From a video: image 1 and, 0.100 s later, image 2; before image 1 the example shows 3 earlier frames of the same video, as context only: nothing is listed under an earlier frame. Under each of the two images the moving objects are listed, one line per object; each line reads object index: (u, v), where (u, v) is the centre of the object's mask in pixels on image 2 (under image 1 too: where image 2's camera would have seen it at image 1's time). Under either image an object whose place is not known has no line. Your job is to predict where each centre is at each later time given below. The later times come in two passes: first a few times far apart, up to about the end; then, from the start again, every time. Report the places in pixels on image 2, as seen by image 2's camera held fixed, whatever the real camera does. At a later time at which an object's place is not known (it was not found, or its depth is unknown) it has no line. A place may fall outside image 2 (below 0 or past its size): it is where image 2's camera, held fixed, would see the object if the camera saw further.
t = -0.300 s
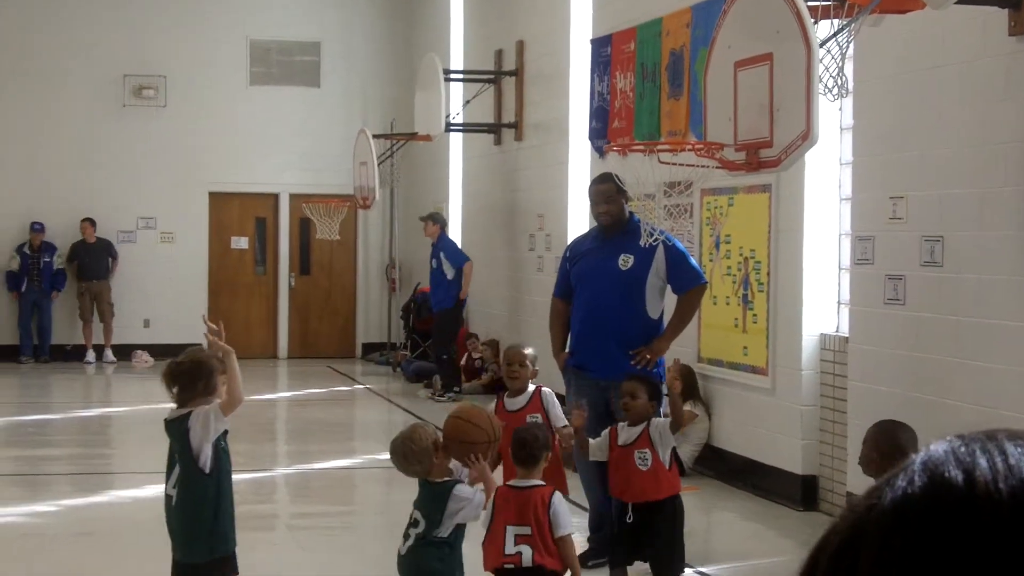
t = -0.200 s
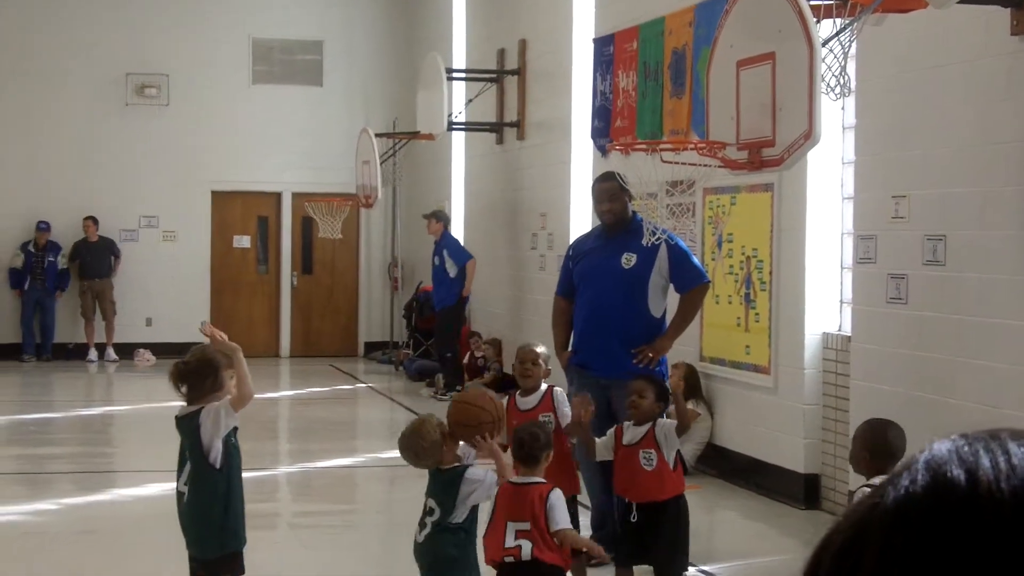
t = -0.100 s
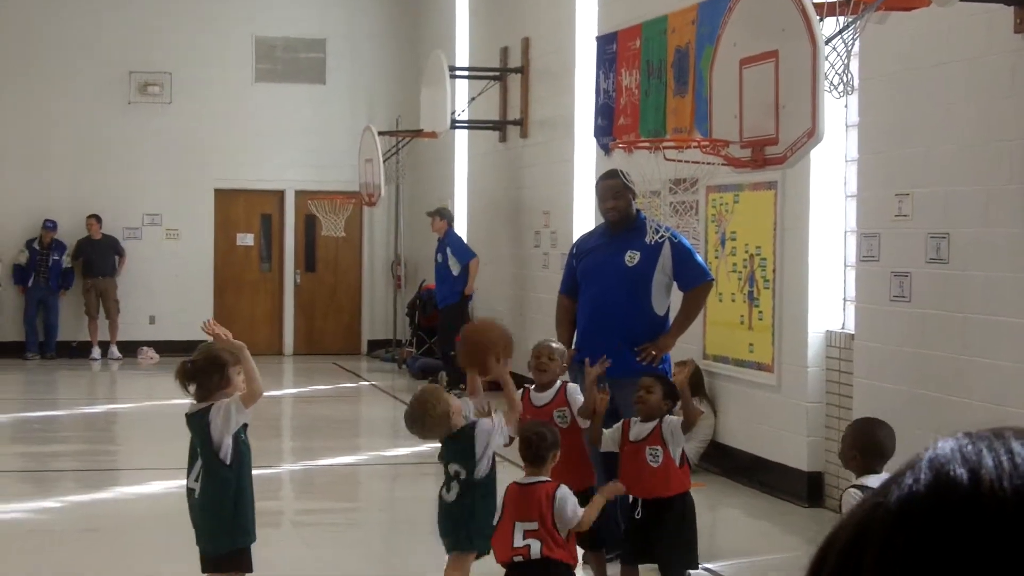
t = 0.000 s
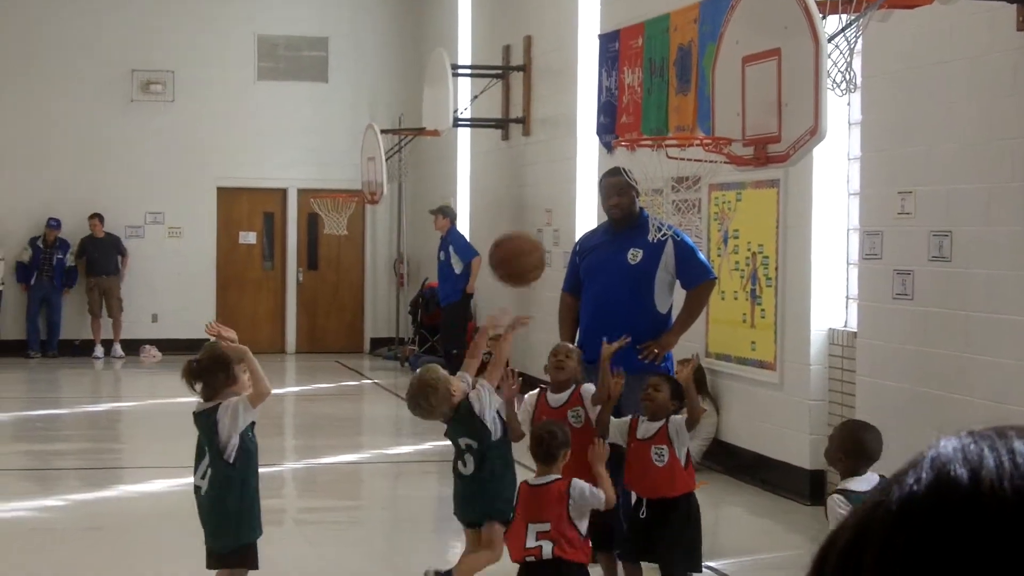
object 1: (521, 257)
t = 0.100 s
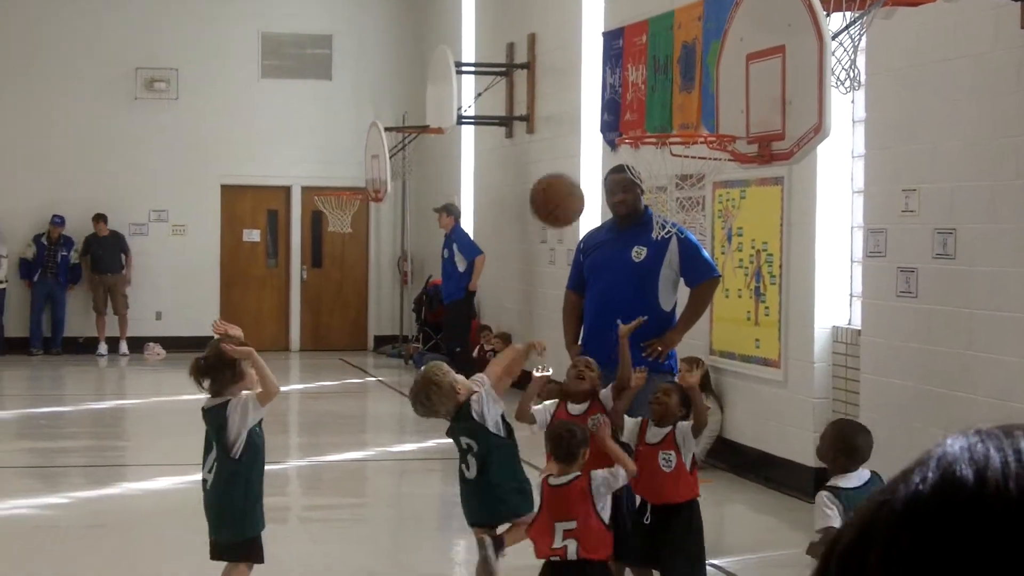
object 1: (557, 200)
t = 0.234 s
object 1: (603, 166)
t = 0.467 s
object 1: (597, 278)
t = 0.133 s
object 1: (569, 187)
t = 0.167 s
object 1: (580, 177)
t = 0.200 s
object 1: (592, 170)
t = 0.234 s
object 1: (603, 166)
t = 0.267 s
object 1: (603, 173)
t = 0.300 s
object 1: (601, 184)
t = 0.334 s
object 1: (601, 198)
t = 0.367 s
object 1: (600, 214)
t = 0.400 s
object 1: (599, 233)
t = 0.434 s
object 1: (598, 254)
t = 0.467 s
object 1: (597, 278)
